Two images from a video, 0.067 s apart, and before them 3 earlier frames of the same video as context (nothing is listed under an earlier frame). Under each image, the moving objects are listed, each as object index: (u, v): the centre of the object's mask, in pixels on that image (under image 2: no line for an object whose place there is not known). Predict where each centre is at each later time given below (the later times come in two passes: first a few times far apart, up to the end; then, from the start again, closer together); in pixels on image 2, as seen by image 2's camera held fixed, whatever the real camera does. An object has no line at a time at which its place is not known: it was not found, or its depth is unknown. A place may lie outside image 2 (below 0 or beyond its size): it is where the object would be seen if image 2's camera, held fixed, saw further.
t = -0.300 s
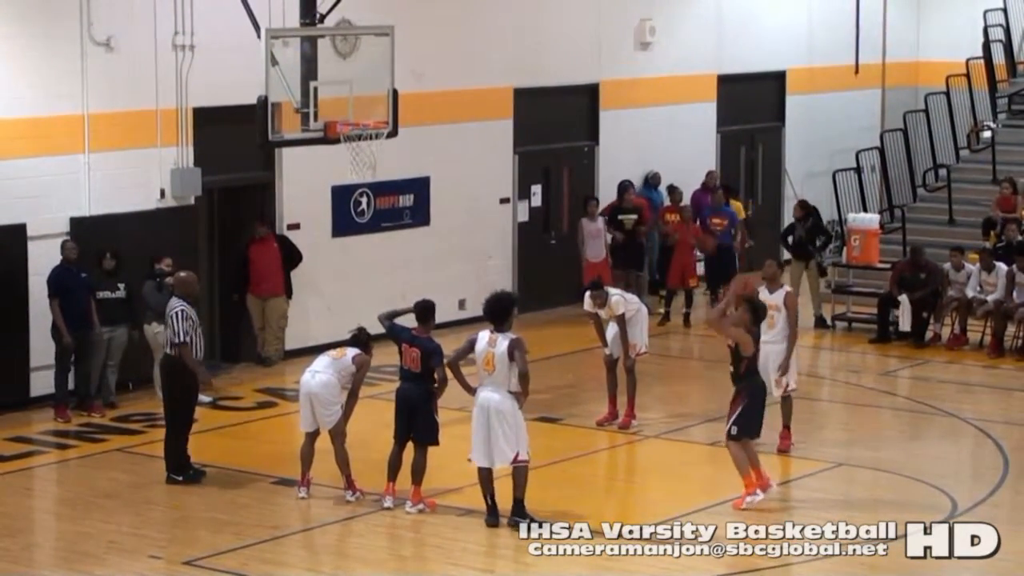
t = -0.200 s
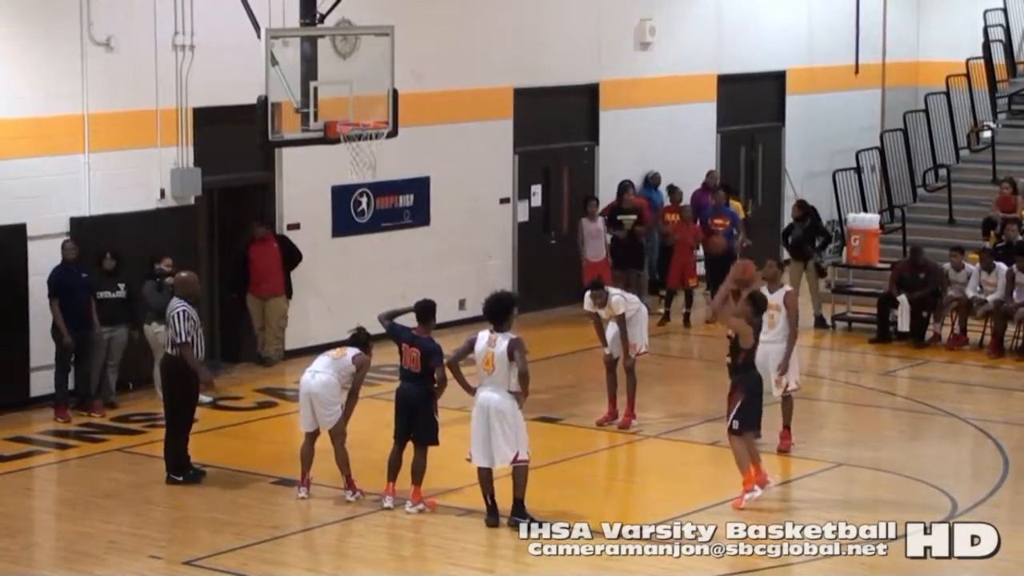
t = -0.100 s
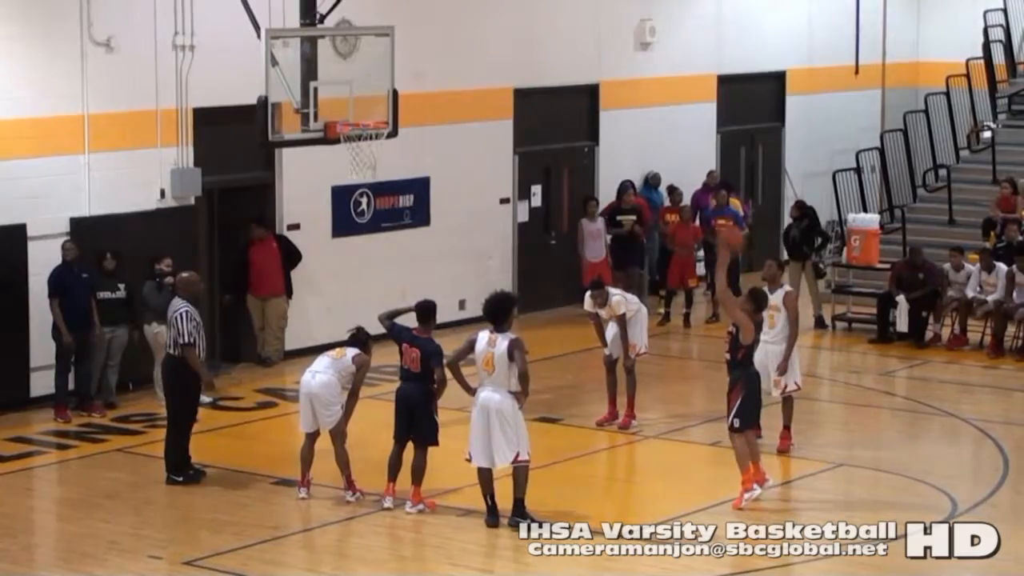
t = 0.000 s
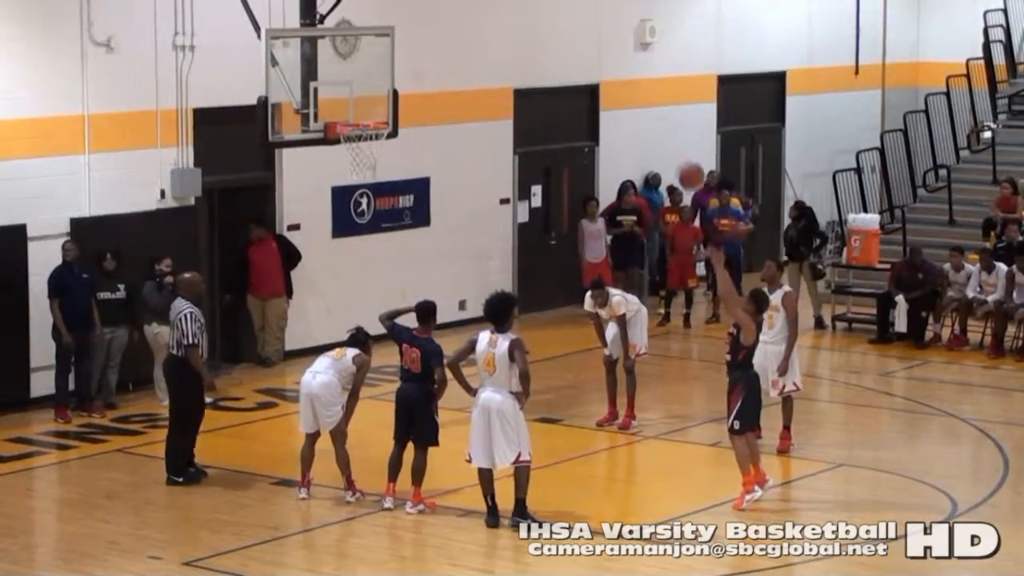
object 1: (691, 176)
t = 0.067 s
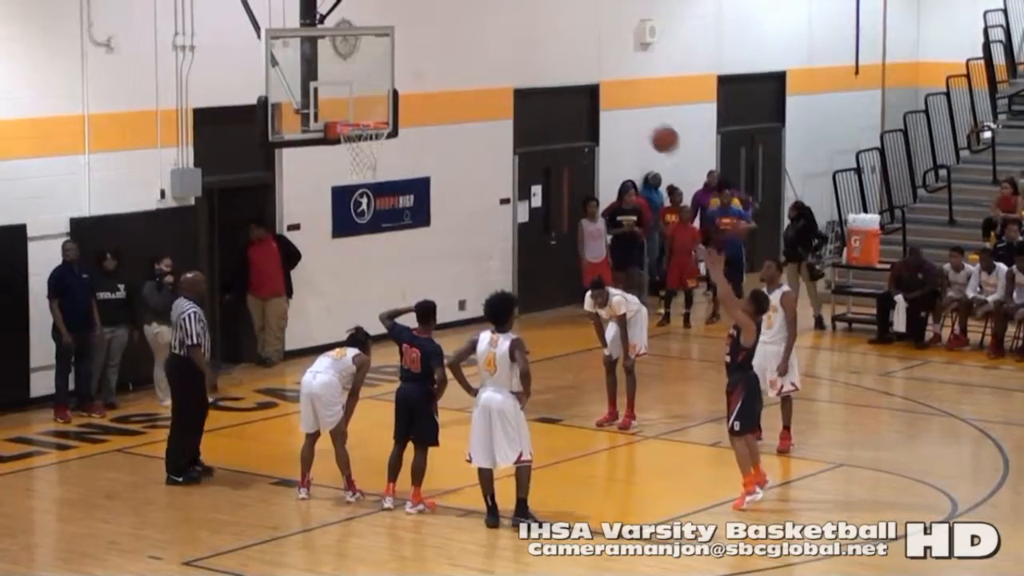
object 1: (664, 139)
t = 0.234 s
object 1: (599, 70)
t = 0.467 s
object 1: (512, 27)
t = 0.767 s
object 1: (408, 59)
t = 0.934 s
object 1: (354, 115)
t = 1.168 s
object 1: (378, 167)
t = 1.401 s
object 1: (391, 254)
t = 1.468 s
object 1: (395, 289)
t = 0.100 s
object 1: (651, 123)
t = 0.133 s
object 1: (638, 107)
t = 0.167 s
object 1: (625, 94)
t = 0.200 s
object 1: (612, 81)
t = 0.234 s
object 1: (599, 70)
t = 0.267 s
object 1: (586, 60)
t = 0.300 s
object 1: (574, 51)
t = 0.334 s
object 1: (561, 44)
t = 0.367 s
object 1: (549, 38)
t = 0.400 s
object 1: (536, 33)
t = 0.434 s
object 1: (524, 29)
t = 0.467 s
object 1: (512, 27)
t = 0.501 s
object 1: (500, 26)
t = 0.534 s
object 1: (488, 26)
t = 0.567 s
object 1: (477, 27)
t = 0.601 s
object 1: (465, 30)
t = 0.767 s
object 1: (408, 59)
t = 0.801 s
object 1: (397, 68)
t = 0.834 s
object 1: (386, 77)
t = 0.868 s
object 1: (376, 89)
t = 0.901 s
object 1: (365, 102)
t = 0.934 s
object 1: (354, 115)
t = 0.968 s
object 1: (355, 120)
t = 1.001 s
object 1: (361, 126)
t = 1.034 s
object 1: (366, 141)
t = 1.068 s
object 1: (368, 145)
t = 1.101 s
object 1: (373, 152)
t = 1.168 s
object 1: (378, 167)
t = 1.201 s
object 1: (380, 176)
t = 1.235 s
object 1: (381, 185)
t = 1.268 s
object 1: (384, 194)
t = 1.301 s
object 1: (386, 209)
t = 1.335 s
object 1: (387, 222)
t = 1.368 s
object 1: (389, 237)
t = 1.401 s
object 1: (391, 254)
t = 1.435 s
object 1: (393, 270)
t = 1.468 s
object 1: (395, 289)
